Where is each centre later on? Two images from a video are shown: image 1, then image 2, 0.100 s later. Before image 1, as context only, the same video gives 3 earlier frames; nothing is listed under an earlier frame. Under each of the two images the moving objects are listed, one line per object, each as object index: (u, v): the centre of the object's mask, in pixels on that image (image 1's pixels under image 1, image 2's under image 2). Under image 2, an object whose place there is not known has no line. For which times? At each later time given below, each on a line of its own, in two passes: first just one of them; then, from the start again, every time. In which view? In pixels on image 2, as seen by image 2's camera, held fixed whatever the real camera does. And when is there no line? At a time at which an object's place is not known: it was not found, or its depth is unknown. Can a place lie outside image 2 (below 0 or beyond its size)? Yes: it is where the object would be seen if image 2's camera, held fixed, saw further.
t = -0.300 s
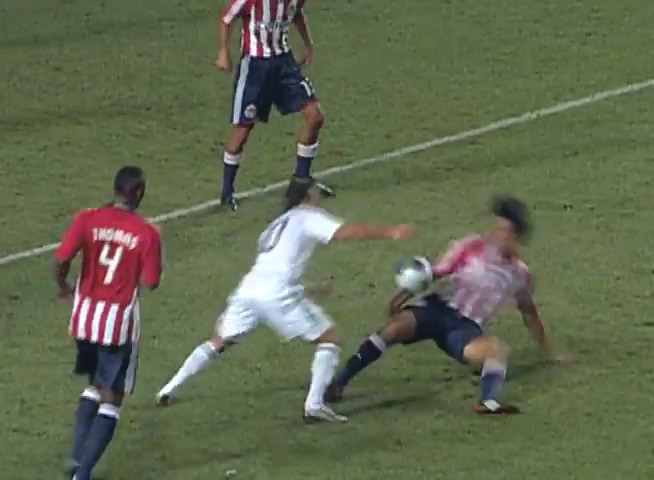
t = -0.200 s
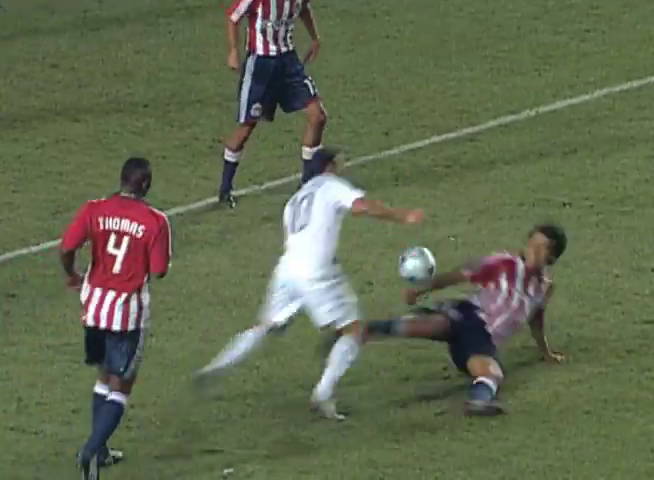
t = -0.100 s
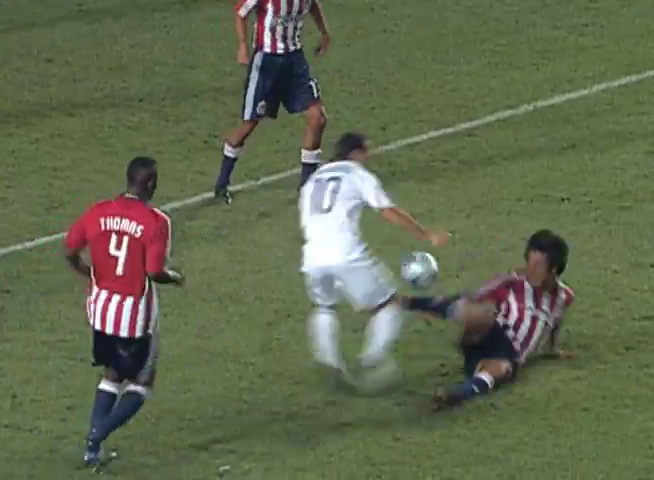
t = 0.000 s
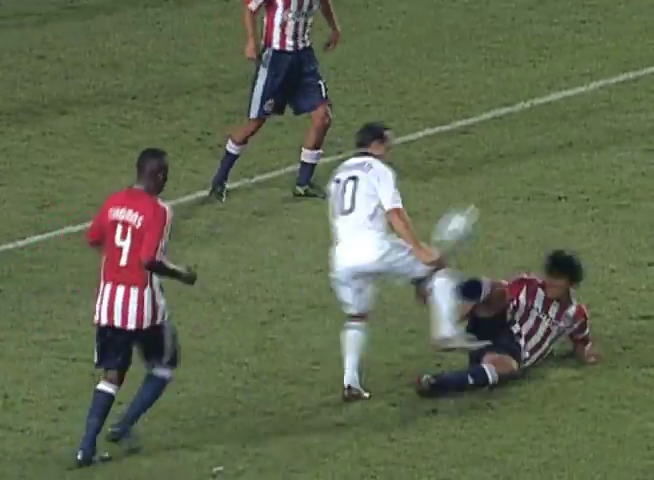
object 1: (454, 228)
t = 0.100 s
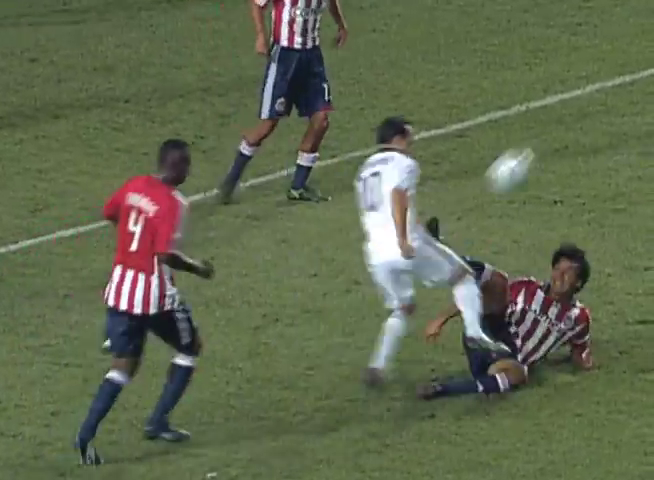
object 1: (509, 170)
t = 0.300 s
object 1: (628, 97)
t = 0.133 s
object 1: (530, 152)
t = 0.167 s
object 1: (551, 137)
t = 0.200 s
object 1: (571, 124)
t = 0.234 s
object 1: (590, 113)
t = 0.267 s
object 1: (612, 104)
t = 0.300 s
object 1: (628, 97)
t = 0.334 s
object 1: (646, 93)
